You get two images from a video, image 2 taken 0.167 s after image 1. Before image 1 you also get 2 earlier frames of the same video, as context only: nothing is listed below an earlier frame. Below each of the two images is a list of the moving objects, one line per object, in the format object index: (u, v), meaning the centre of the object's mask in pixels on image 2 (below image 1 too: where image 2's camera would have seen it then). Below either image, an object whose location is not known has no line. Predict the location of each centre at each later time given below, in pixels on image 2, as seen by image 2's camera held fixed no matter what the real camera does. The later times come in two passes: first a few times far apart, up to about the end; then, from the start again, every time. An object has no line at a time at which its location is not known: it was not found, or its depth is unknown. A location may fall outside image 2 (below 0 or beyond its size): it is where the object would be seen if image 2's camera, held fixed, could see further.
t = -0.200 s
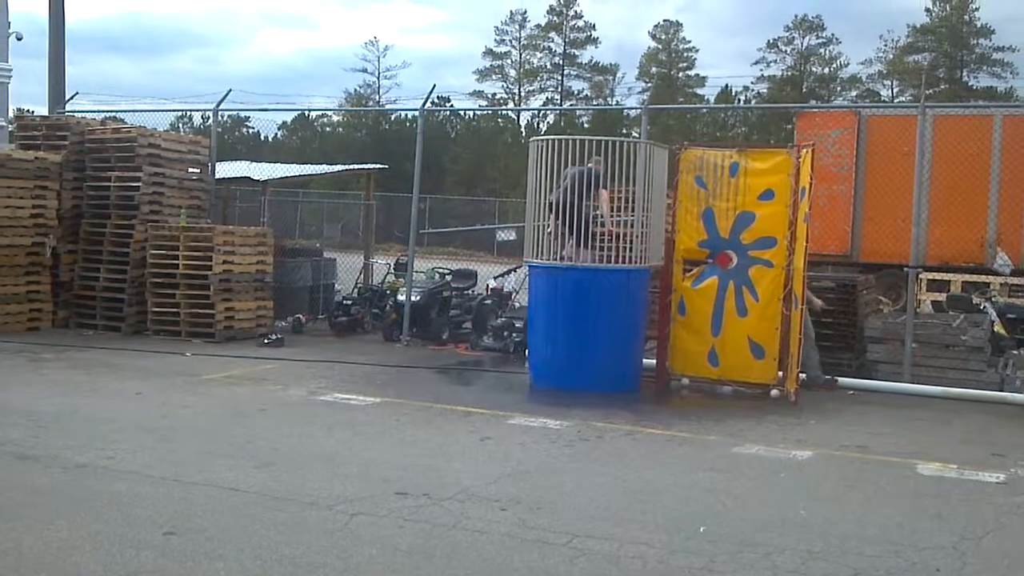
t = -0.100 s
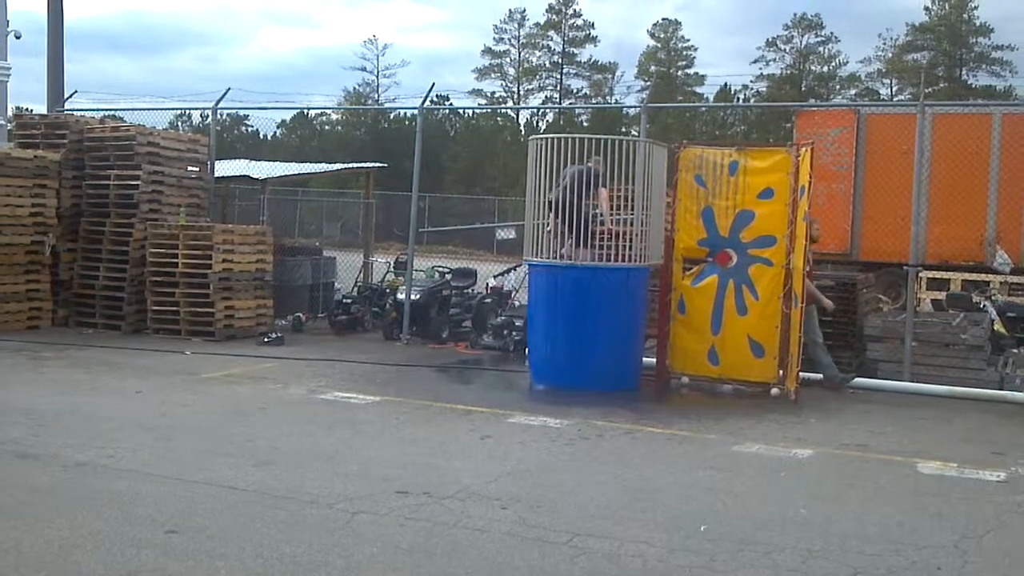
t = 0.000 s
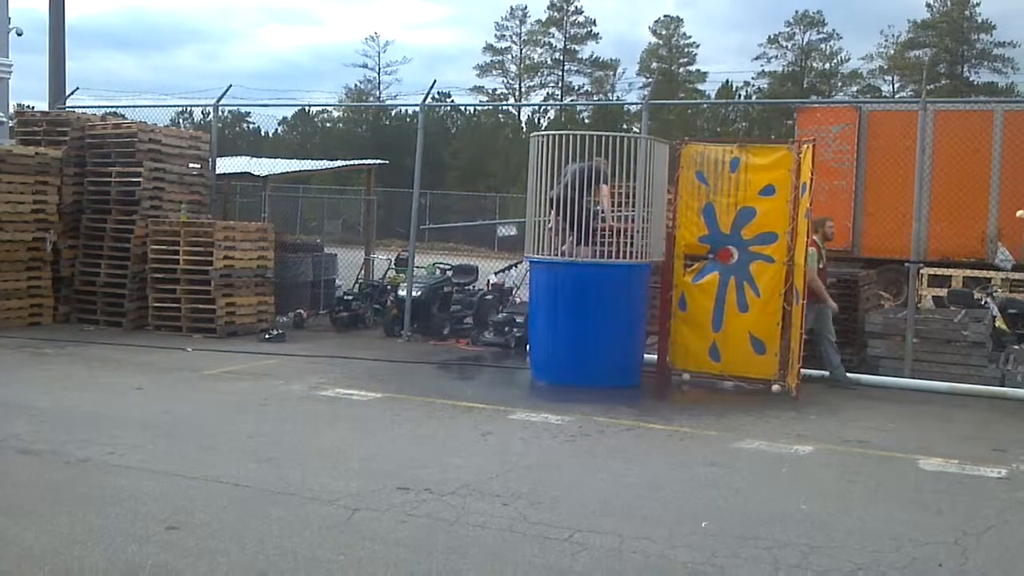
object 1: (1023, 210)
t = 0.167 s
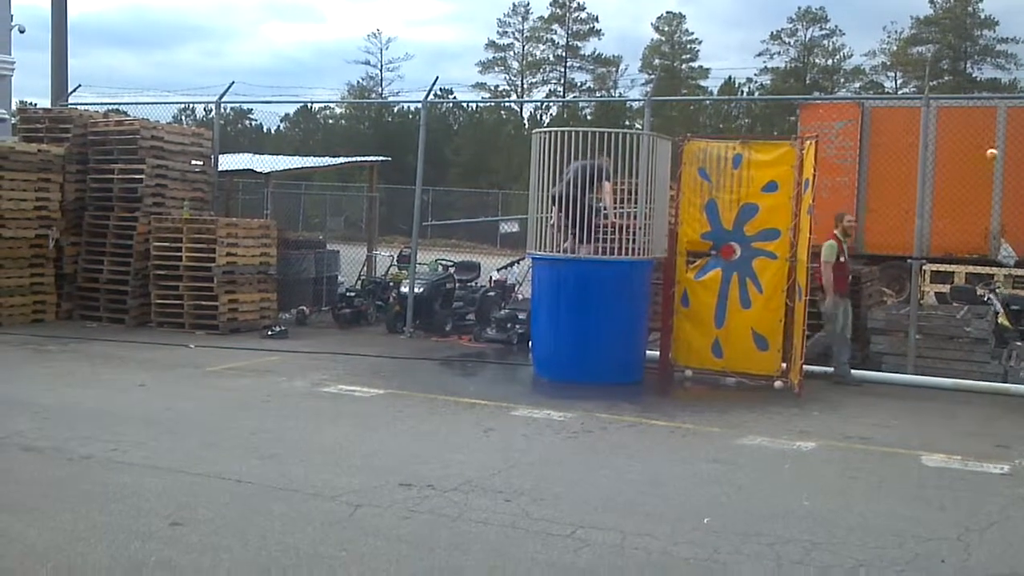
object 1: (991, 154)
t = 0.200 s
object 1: (985, 146)
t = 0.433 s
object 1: (930, 124)
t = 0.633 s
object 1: (873, 163)
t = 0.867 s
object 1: (793, 292)
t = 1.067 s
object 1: (716, 467)
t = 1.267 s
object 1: (681, 387)
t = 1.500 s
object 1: (632, 370)
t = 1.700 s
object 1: (582, 436)
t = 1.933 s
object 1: (516, 504)
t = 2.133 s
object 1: (458, 494)
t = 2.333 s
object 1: (389, 575)
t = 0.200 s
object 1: (985, 146)
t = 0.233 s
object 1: (978, 138)
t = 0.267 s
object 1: (970, 132)
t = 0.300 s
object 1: (962, 128)
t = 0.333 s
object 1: (955, 125)
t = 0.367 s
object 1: (946, 123)
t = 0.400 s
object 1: (939, 122)
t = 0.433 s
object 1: (930, 124)
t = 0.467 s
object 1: (921, 126)
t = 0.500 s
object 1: (912, 130)
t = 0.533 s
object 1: (903, 135)
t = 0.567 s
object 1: (892, 142)
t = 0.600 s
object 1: (883, 151)
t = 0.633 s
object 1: (873, 163)
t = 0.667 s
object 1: (862, 175)
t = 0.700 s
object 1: (851, 189)
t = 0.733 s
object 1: (840, 206)
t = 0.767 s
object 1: (829, 225)
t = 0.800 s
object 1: (818, 246)
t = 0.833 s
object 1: (805, 267)
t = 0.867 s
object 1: (793, 292)
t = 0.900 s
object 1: (780, 317)
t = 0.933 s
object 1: (767, 346)
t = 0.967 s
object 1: (753, 379)
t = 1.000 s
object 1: (741, 414)
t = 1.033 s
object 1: (726, 449)
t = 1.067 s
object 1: (716, 467)
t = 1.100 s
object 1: (712, 449)
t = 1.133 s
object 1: (704, 434)
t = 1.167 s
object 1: (700, 420)
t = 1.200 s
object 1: (693, 407)
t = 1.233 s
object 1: (688, 396)
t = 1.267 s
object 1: (681, 387)
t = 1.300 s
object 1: (675, 379)
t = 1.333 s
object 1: (668, 373)
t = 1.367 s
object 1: (661, 369)
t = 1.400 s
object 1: (654, 366)
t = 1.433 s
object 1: (647, 366)
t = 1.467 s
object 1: (639, 367)
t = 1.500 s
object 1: (632, 370)
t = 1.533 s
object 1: (624, 375)
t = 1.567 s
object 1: (615, 383)
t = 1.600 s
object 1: (607, 393)
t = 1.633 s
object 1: (599, 404)
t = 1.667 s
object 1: (590, 417)
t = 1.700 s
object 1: (582, 436)
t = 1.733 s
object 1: (572, 455)
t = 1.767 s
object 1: (562, 476)
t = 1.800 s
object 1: (553, 501)
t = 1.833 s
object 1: (544, 531)
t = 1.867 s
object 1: (533, 524)
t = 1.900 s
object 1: (525, 514)
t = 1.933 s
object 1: (516, 504)
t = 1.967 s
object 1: (507, 496)
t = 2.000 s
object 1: (498, 492)
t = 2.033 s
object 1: (488, 489)
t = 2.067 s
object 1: (478, 489)
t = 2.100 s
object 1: (468, 490)
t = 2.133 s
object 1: (458, 494)
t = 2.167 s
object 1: (446, 501)
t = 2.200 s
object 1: (435, 511)
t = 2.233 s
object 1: (425, 522)
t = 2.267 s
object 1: (413, 537)
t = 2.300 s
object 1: (401, 555)
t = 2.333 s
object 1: (389, 575)
